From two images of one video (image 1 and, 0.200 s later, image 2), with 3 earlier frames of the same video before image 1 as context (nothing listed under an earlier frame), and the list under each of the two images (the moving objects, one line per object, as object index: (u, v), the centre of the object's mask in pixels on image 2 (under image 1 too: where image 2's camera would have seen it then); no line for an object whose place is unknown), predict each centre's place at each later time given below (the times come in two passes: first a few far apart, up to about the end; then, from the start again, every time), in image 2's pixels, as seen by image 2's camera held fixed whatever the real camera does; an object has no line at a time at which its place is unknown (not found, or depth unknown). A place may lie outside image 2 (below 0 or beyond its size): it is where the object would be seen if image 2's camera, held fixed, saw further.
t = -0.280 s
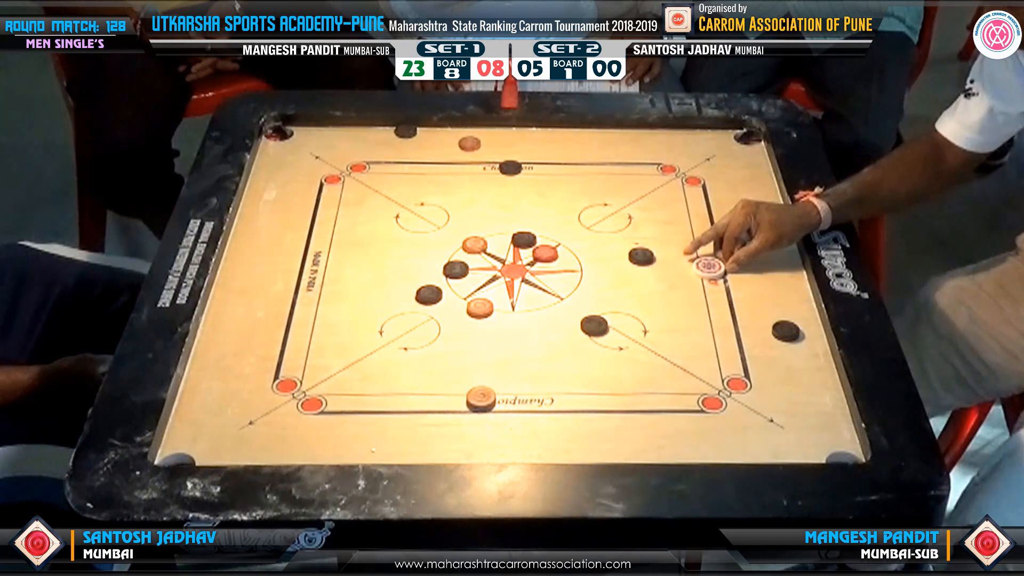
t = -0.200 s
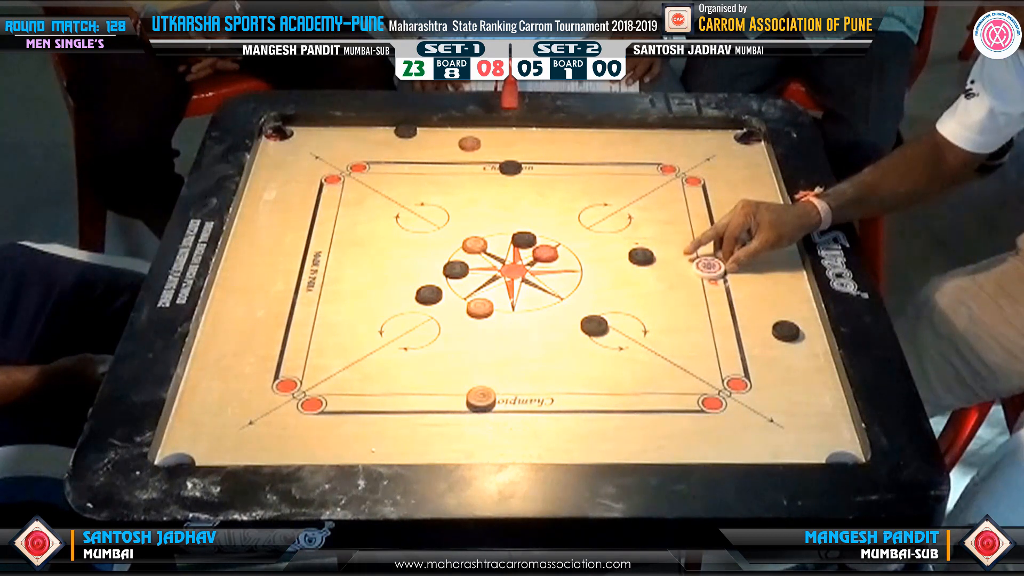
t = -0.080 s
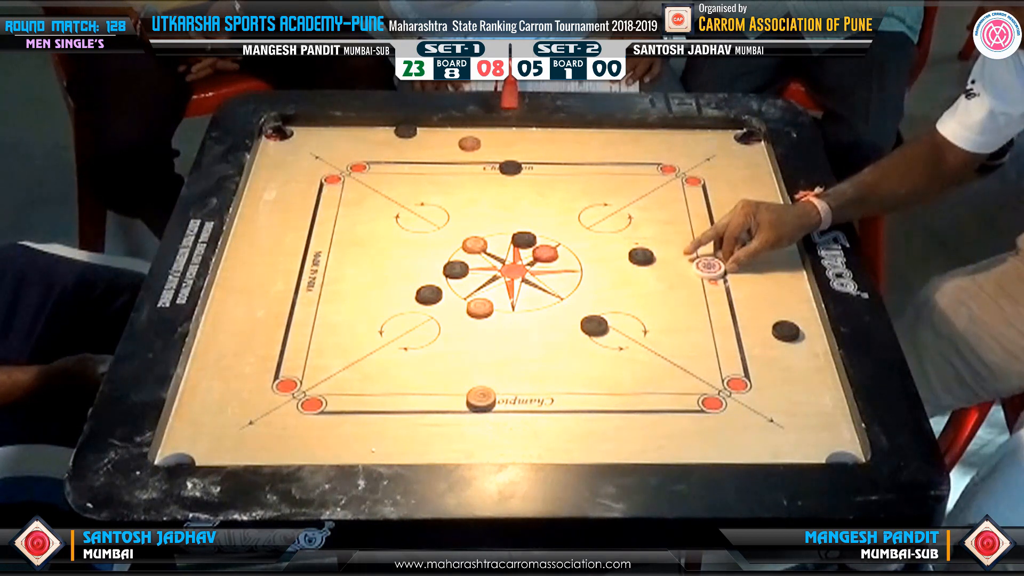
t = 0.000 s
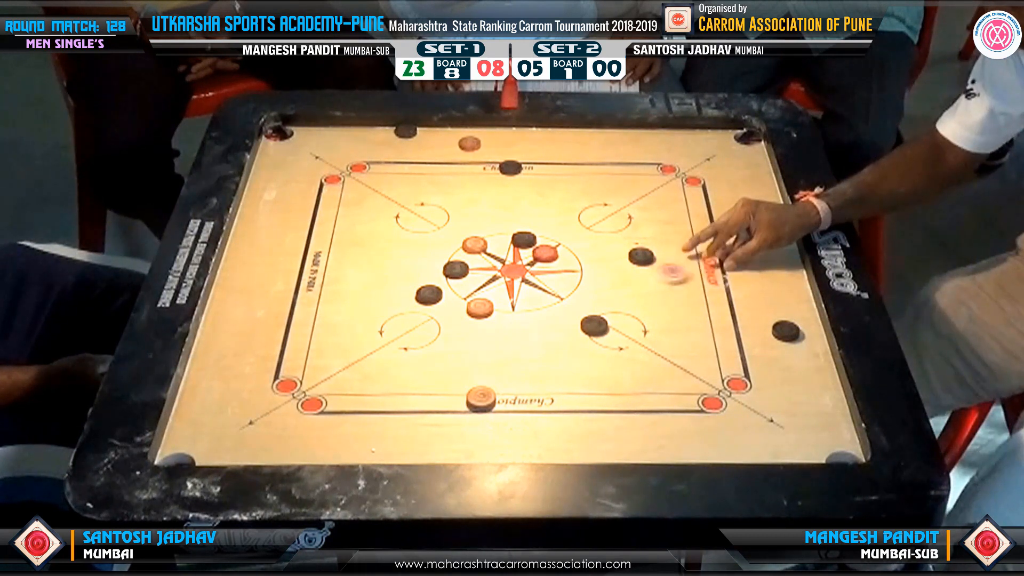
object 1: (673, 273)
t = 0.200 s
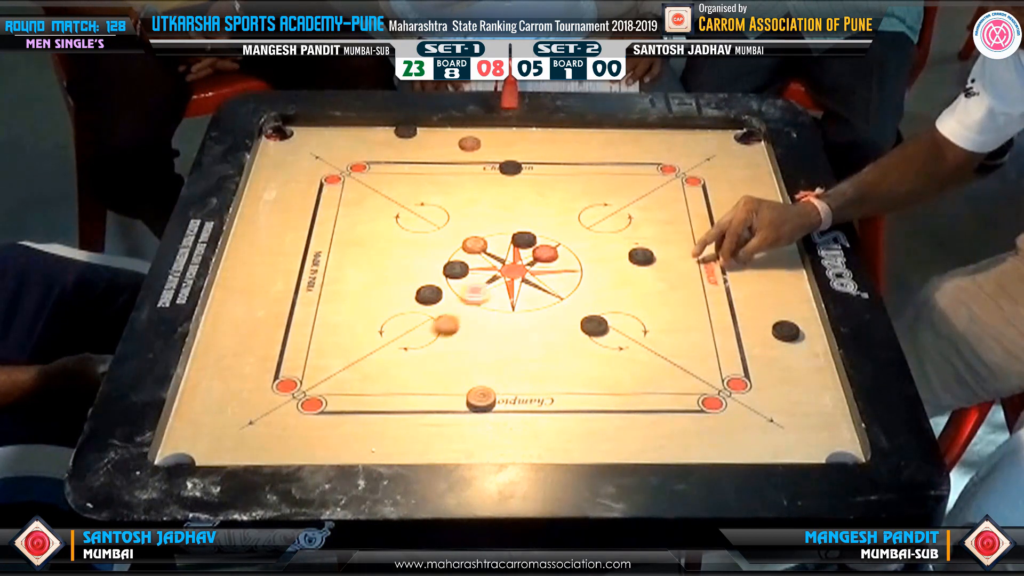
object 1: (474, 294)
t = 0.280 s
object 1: (444, 290)
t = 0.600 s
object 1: (413, 282)
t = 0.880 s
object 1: (413, 282)
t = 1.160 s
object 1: (413, 282)
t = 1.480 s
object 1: (413, 282)
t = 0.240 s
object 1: (454, 292)
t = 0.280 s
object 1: (444, 290)
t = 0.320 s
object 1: (435, 288)
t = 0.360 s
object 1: (428, 286)
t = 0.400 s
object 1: (423, 284)
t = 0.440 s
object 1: (418, 283)
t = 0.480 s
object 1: (416, 283)
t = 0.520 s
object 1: (414, 283)
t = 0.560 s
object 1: (413, 282)
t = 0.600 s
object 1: (413, 282)
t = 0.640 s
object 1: (413, 282)
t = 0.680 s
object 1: (413, 282)
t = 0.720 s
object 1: (413, 282)
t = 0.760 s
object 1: (413, 282)
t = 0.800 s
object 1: (413, 282)
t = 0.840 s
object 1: (413, 282)
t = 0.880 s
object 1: (413, 282)
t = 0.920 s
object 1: (413, 282)
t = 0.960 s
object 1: (413, 282)
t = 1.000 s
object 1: (413, 282)
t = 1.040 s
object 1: (413, 282)
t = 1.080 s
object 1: (413, 282)
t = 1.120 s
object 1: (413, 282)
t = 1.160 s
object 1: (413, 282)
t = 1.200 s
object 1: (413, 282)
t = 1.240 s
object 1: (413, 282)
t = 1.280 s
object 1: (413, 282)
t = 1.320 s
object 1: (413, 282)
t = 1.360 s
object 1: (413, 282)
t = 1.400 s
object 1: (413, 282)
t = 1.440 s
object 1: (413, 282)
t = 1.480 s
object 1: (413, 282)
